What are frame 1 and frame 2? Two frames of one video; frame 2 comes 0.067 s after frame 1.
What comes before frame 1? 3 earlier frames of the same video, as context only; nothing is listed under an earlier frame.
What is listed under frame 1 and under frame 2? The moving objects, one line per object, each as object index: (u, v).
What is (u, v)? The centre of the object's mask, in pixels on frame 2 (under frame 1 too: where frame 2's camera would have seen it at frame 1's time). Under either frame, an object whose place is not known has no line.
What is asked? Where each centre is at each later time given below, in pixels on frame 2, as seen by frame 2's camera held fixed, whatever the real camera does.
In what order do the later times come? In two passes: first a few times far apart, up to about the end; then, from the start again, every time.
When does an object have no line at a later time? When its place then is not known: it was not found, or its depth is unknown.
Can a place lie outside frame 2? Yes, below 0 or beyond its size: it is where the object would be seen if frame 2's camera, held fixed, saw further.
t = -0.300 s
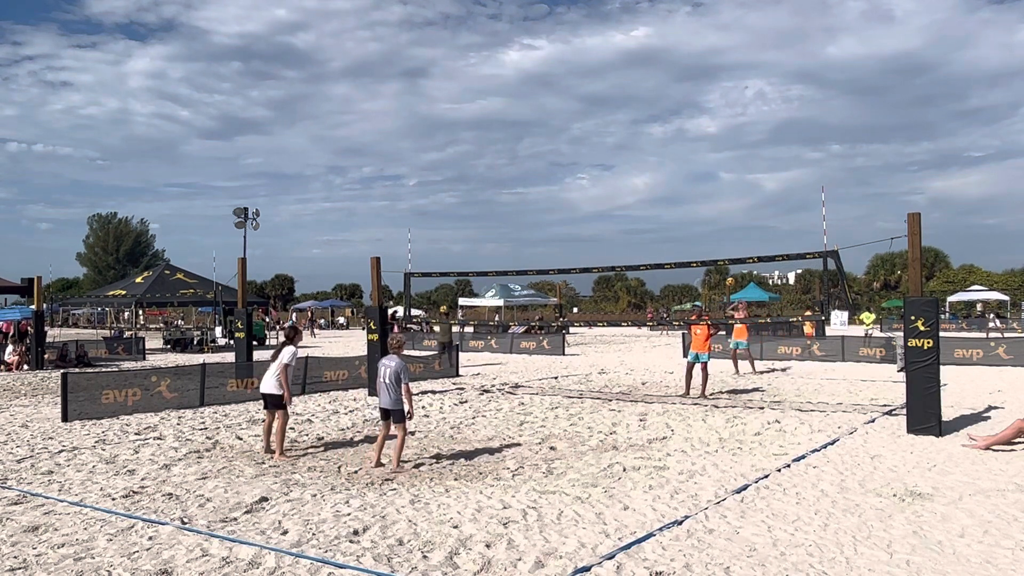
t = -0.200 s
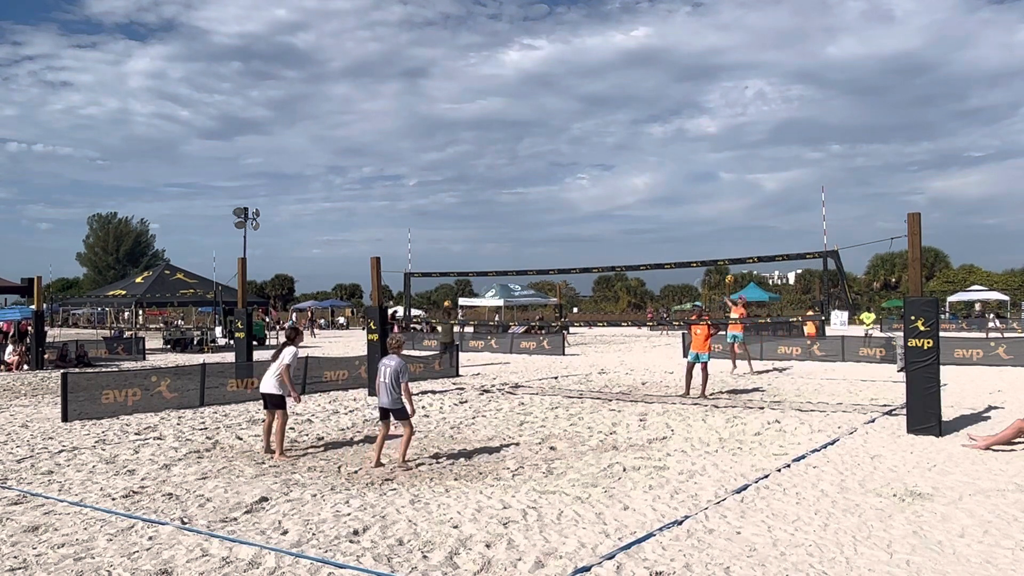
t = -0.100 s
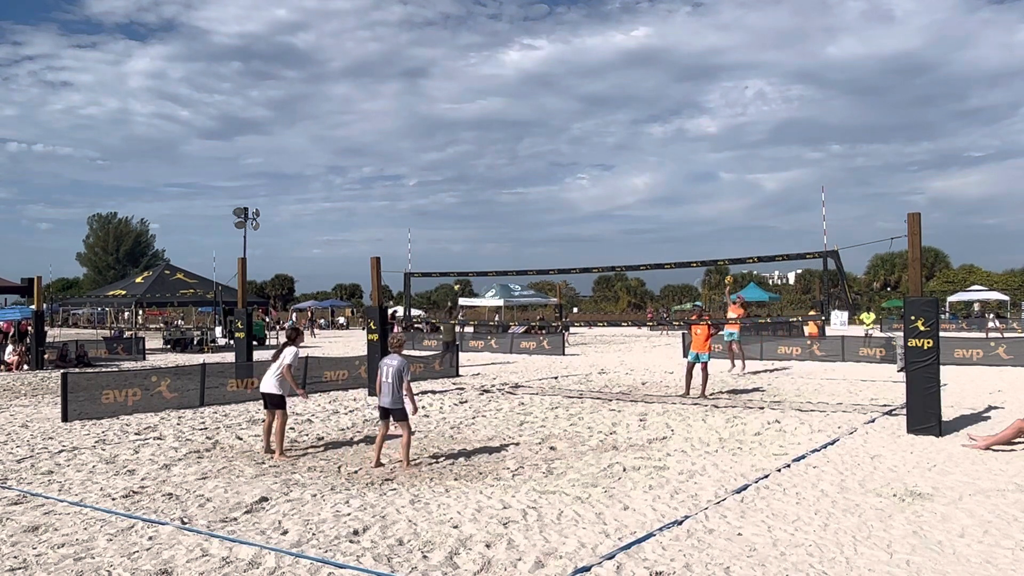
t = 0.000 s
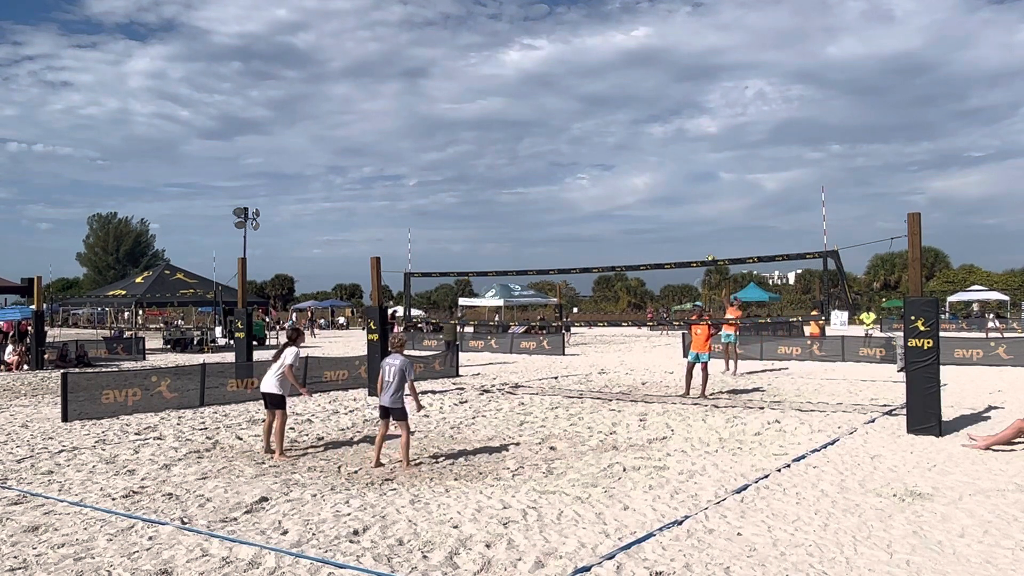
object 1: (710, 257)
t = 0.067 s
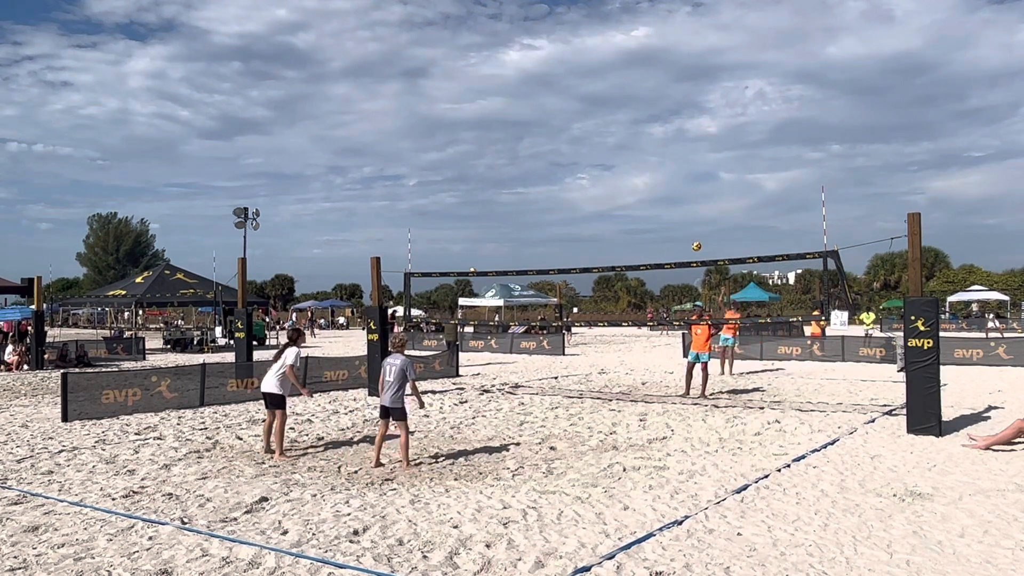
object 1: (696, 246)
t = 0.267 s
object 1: (653, 213)
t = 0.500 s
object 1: (596, 192)
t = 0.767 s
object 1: (516, 207)
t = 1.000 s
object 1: (428, 269)
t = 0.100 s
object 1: (689, 240)
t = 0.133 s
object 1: (682, 234)
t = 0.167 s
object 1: (675, 229)
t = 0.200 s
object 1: (668, 223)
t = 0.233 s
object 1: (661, 218)
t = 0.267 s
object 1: (653, 213)
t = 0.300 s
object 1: (645, 209)
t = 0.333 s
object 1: (638, 205)
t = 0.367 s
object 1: (630, 201)
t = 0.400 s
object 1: (622, 198)
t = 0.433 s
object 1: (614, 196)
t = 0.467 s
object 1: (605, 193)
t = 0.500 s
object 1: (596, 192)
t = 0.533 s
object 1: (587, 191)
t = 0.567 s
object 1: (578, 191)
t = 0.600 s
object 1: (568, 192)
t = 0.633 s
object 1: (559, 193)
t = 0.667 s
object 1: (548, 195)
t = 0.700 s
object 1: (538, 198)
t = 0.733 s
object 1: (527, 202)
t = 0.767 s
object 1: (516, 207)
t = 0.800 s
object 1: (505, 213)
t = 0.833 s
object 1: (493, 219)
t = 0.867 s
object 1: (481, 227)
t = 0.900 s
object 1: (468, 236)
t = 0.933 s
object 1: (455, 245)
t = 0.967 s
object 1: (442, 256)
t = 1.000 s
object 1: (428, 269)
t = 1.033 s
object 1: (413, 282)
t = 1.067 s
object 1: (398, 298)
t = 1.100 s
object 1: (383, 314)
